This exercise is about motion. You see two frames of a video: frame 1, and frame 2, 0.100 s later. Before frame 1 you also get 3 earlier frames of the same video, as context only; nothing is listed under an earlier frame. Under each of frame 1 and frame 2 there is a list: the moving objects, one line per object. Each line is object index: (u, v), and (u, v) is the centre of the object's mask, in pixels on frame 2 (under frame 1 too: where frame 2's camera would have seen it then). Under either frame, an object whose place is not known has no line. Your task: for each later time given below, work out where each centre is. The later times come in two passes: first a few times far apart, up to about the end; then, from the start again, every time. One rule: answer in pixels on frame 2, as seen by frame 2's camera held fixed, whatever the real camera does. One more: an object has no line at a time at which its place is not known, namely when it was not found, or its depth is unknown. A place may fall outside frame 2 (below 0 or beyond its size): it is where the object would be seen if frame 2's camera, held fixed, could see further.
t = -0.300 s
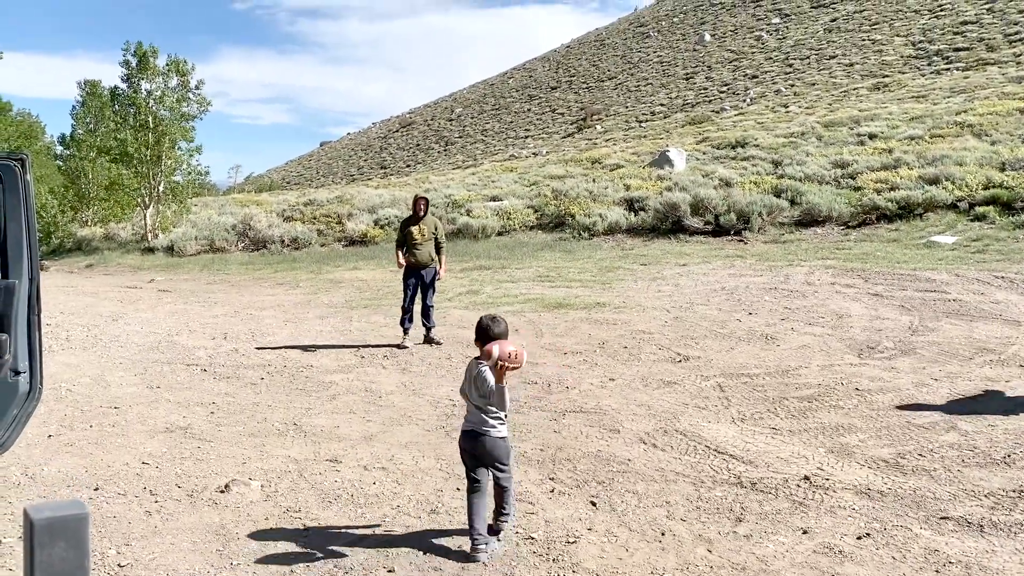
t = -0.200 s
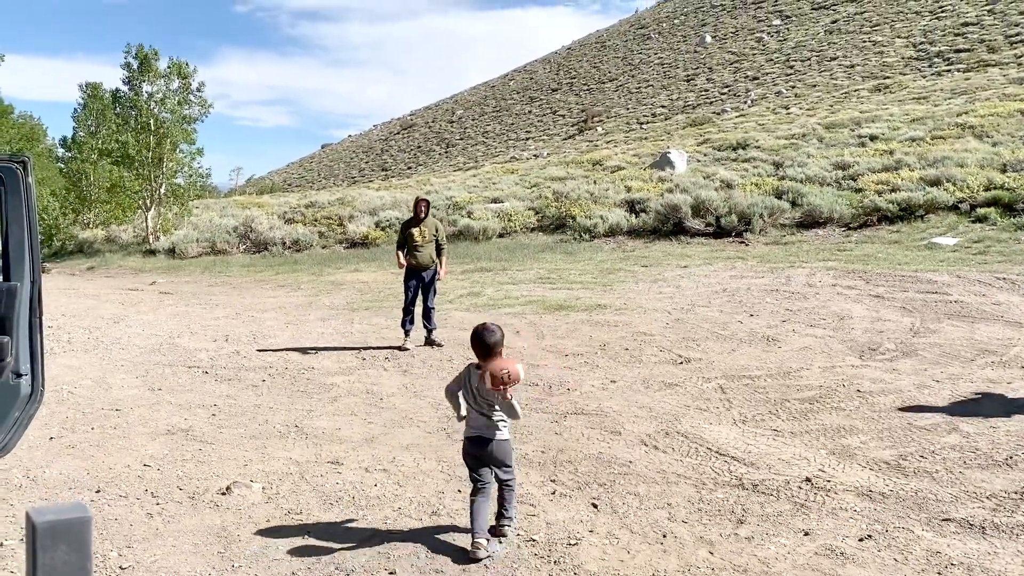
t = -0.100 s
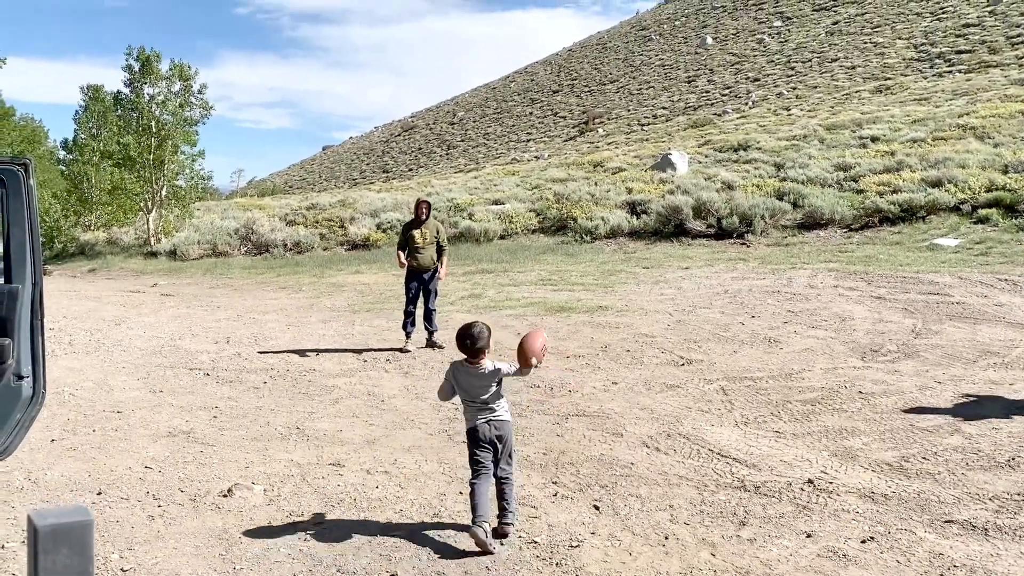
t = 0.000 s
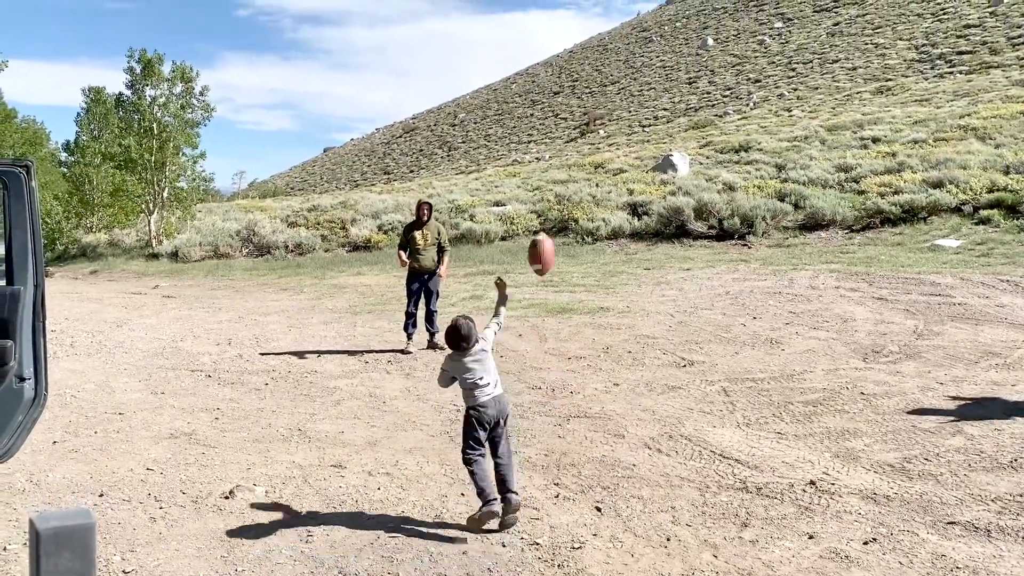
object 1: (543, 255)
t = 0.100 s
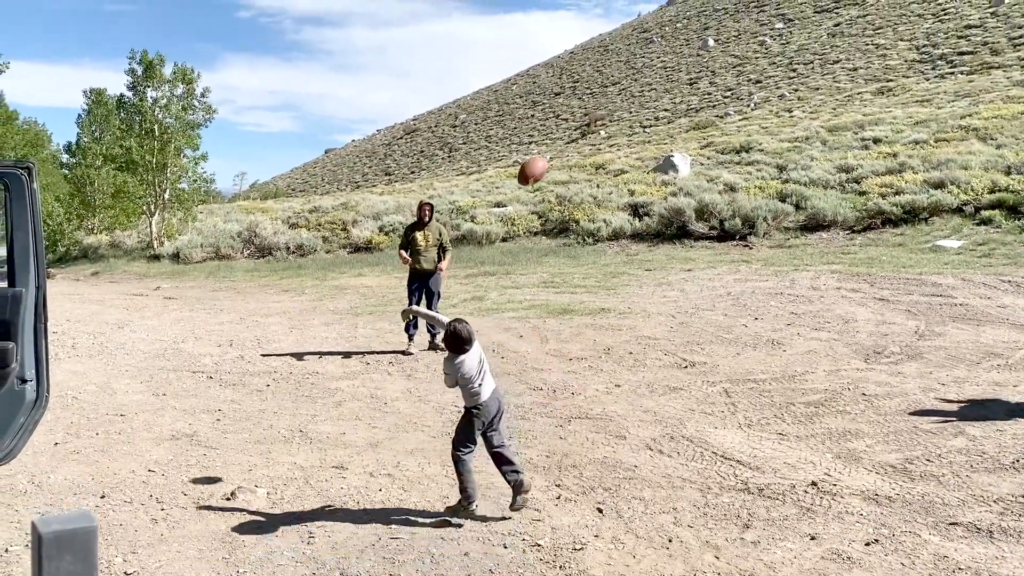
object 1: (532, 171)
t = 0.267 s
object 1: (518, 90)
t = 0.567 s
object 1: (492, 72)
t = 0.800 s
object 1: (475, 129)
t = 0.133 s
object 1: (530, 149)
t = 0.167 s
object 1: (527, 131)
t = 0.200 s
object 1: (523, 115)
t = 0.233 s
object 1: (521, 101)
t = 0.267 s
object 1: (518, 90)
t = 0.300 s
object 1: (515, 81)
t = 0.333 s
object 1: (511, 74)
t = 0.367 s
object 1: (508, 69)
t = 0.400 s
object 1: (505, 65)
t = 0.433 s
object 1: (503, 64)
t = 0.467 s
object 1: (500, 64)
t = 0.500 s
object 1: (497, 66)
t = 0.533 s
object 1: (494, 68)
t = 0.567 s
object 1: (492, 72)
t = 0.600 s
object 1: (489, 77)
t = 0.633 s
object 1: (487, 84)
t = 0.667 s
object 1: (485, 91)
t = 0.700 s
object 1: (482, 99)
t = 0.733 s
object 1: (479, 108)
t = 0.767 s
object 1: (478, 118)
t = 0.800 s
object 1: (475, 129)
